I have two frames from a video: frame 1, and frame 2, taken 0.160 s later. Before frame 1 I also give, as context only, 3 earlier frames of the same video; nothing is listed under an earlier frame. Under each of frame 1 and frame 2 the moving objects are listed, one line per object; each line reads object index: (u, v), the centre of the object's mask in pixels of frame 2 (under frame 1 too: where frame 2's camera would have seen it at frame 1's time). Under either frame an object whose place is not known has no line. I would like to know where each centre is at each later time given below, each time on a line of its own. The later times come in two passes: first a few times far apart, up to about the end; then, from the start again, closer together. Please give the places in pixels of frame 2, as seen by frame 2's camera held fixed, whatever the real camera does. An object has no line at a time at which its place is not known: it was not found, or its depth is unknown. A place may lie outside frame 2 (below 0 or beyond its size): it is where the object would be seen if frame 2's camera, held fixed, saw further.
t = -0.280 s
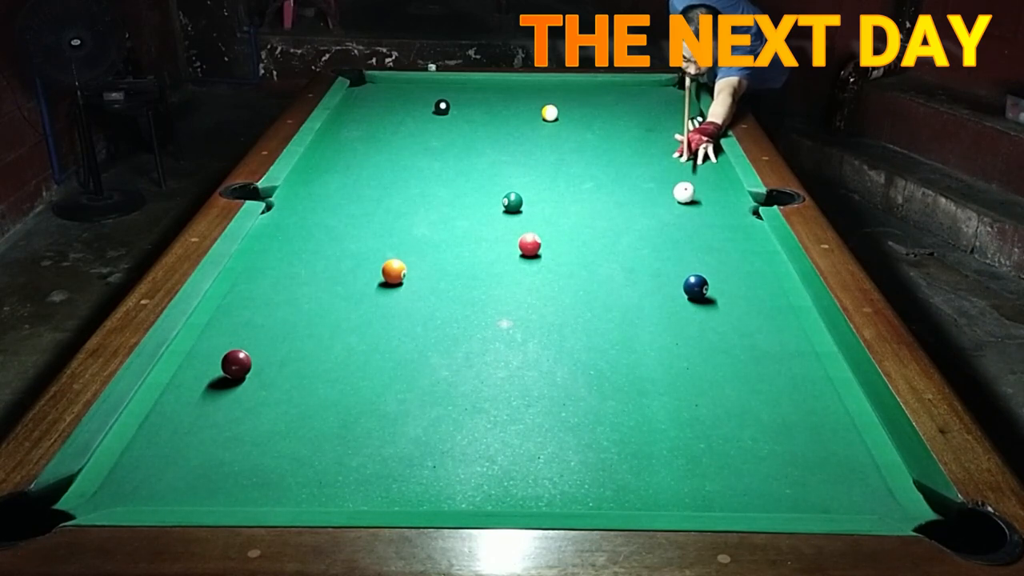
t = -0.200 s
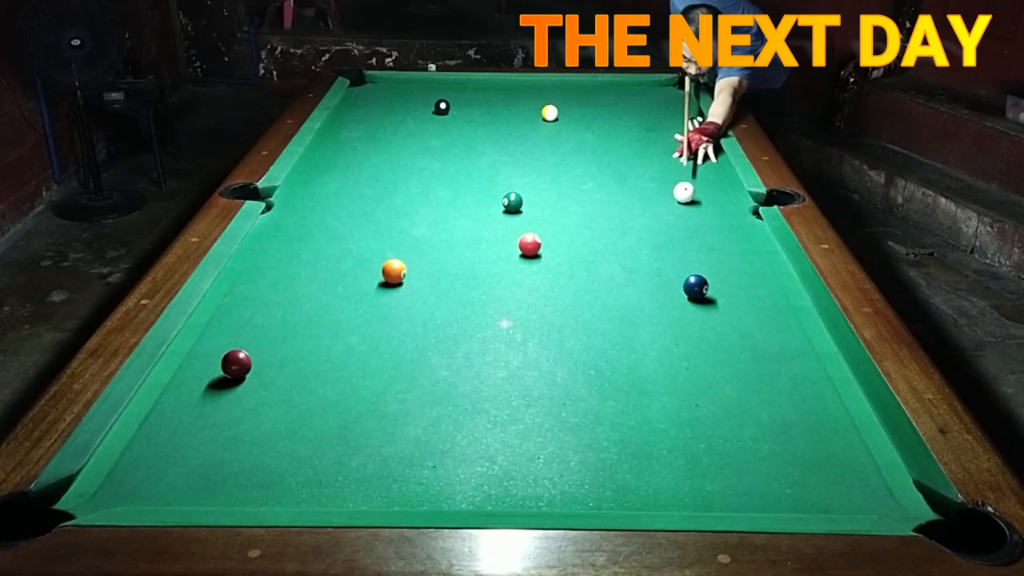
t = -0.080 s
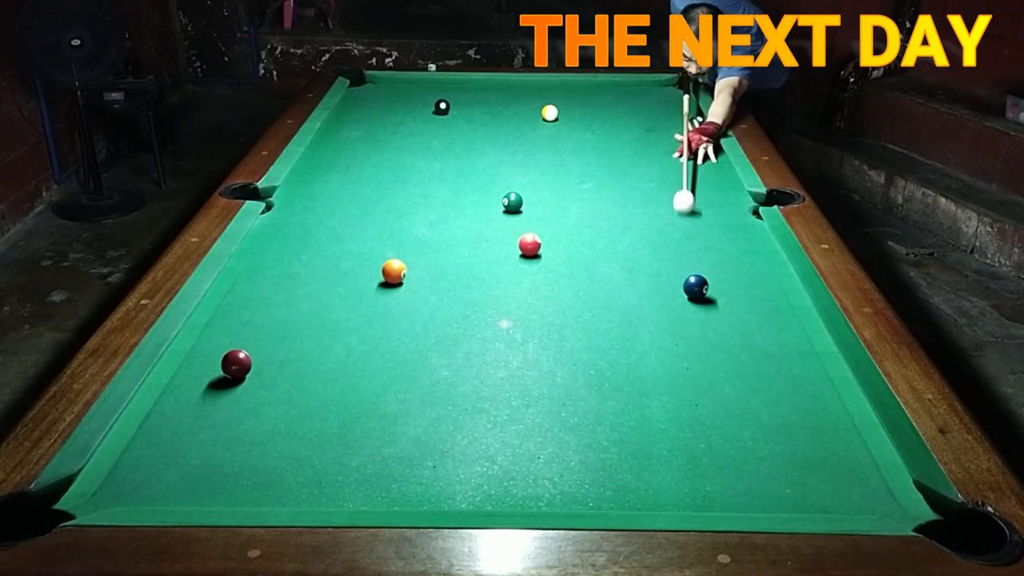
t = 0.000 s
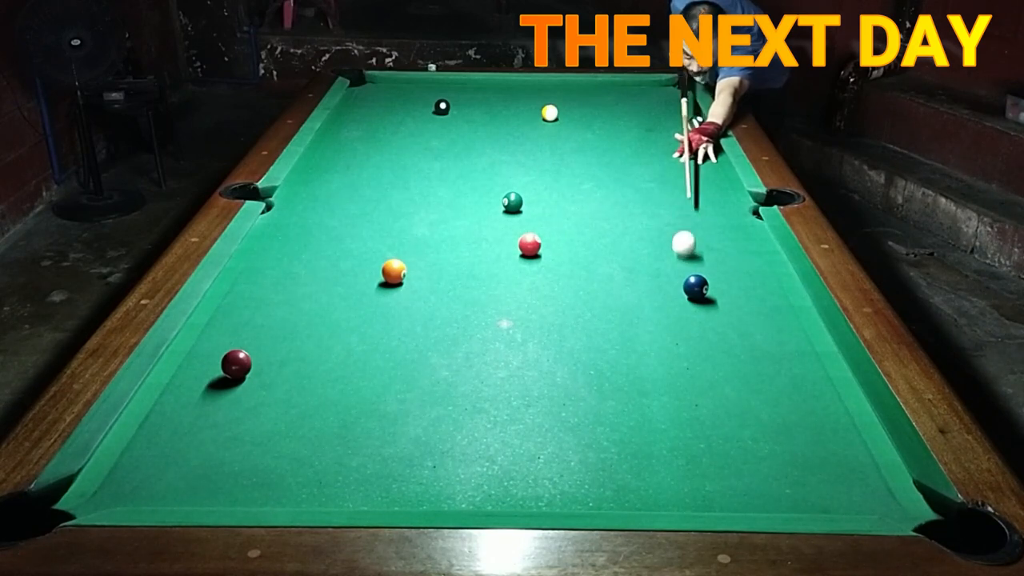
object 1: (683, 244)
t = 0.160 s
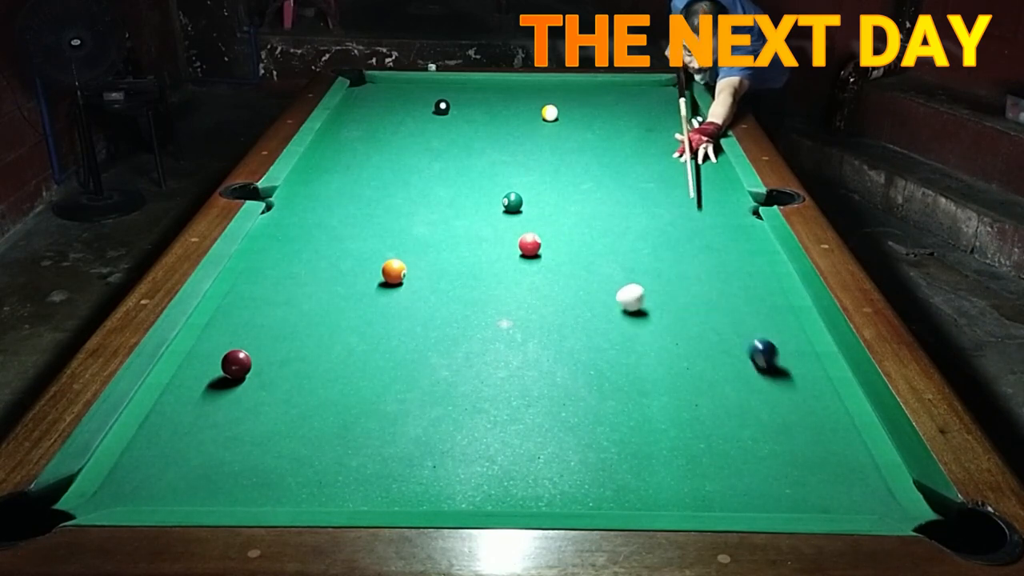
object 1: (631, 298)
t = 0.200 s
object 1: (612, 309)
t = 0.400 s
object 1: (510, 375)
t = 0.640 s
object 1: (333, 483)
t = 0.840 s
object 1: (258, 452)
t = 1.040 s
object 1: (208, 408)
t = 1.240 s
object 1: (166, 373)
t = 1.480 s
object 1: (223, 340)
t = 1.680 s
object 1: (266, 318)
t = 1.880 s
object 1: (298, 301)
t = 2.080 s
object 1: (324, 287)
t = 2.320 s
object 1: (350, 273)
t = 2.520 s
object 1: (367, 264)
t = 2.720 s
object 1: (380, 256)
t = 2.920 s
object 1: (389, 251)
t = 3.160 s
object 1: (396, 249)
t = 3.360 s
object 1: (398, 249)
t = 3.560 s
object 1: (399, 249)
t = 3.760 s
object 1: (398, 249)
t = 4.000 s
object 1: (398, 249)
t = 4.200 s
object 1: (398, 249)
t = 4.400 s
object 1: (398, 249)
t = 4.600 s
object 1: (398, 249)
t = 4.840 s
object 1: (398, 249)
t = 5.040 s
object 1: (398, 249)
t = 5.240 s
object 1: (398, 249)
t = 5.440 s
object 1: (398, 249)
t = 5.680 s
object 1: (398, 249)
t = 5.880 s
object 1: (398, 249)
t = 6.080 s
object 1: (398, 249)
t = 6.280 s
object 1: (398, 249)
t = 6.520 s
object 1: (398, 249)
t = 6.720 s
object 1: (398, 249)
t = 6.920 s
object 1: (398, 249)
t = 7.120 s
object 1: (398, 249)
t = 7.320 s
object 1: (398, 249)
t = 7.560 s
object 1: (398, 249)
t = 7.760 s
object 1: (398, 249)
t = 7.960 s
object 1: (399, 249)
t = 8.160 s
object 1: (398, 249)
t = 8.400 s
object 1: (398, 249)
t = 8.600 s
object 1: (398, 249)
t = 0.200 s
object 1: (612, 309)
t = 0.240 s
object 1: (593, 321)
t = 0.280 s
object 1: (574, 333)
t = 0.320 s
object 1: (553, 346)
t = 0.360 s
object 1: (532, 360)
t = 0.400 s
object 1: (510, 375)
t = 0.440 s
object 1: (486, 390)
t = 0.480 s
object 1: (461, 405)
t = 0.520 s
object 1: (435, 421)
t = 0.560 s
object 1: (408, 438)
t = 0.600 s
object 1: (378, 456)
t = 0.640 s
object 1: (333, 483)
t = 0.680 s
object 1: (306, 492)
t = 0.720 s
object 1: (293, 483)
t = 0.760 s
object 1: (281, 472)
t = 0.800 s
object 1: (270, 462)
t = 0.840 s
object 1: (258, 452)
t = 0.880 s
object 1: (247, 442)
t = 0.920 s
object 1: (237, 433)
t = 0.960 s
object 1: (227, 425)
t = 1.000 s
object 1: (217, 416)
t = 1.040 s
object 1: (208, 408)
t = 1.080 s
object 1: (199, 400)
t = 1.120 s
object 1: (190, 393)
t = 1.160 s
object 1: (182, 386)
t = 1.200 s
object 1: (174, 379)
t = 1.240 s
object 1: (166, 373)
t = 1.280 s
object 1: (177, 367)
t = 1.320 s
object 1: (187, 361)
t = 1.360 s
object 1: (196, 356)
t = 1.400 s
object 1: (205, 351)
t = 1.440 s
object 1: (214, 345)
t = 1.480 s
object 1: (223, 340)
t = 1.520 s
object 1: (232, 336)
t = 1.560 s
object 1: (240, 332)
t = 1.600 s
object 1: (248, 327)
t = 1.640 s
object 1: (259, 322)
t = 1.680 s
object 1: (266, 318)
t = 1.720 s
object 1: (273, 314)
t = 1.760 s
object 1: (279, 311)
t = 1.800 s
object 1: (286, 307)
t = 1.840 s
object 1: (292, 304)
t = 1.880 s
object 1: (298, 301)
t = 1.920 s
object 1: (304, 298)
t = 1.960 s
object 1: (309, 295)
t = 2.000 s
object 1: (314, 292)
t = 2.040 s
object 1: (319, 289)
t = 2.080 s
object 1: (324, 287)
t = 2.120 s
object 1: (329, 284)
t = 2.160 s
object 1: (333, 282)
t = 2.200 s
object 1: (338, 279)
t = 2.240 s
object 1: (342, 277)
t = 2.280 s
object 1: (346, 275)
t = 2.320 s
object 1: (350, 273)
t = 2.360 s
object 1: (354, 271)
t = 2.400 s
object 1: (357, 269)
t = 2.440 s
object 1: (361, 267)
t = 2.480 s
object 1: (364, 266)
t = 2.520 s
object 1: (367, 264)
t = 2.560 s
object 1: (370, 263)
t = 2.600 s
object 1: (372, 262)
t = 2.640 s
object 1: (376, 259)
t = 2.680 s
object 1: (378, 258)
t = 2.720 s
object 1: (380, 256)
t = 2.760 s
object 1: (382, 255)
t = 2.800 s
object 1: (383, 254)
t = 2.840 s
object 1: (385, 253)
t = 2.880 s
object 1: (387, 252)
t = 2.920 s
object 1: (389, 251)
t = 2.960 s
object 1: (390, 251)
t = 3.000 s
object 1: (392, 250)
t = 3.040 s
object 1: (393, 250)
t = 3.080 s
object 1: (395, 250)
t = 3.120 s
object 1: (396, 249)
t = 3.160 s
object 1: (396, 249)
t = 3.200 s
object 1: (397, 249)
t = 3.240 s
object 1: (397, 249)
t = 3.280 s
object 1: (398, 249)
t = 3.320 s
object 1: (398, 249)
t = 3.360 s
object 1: (398, 249)
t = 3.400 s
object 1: (399, 249)
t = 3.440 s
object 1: (398, 249)
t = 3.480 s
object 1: (399, 249)
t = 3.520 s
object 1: (399, 249)
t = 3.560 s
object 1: (399, 249)
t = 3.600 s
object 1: (398, 249)
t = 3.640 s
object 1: (398, 249)
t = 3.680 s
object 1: (398, 249)
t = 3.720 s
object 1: (398, 249)
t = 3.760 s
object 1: (398, 249)
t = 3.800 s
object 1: (398, 249)
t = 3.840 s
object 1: (398, 249)
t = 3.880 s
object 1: (398, 249)
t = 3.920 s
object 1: (398, 249)
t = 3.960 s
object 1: (398, 249)
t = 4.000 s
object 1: (398, 249)
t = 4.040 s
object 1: (398, 249)
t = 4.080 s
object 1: (398, 249)
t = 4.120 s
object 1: (398, 249)
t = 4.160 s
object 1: (398, 249)
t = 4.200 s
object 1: (398, 249)
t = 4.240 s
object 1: (398, 249)
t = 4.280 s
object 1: (398, 249)
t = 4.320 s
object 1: (398, 249)
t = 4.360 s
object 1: (398, 249)
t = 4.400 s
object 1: (398, 249)
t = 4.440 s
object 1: (398, 249)
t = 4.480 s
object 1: (398, 249)
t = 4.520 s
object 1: (398, 249)
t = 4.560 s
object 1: (398, 249)
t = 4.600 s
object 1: (398, 249)
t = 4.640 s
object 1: (398, 249)
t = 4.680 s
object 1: (398, 249)
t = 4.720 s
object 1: (398, 249)
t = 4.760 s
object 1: (398, 249)
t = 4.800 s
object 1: (398, 249)
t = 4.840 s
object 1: (398, 249)
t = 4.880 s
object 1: (398, 249)
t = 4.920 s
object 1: (398, 249)
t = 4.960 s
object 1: (398, 249)
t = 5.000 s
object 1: (398, 249)
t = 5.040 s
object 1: (398, 249)
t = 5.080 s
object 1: (398, 249)
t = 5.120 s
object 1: (398, 249)
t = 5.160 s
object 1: (398, 249)
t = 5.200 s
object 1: (398, 249)
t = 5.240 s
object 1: (398, 249)
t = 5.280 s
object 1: (398, 249)
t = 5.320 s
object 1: (398, 249)
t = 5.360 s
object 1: (398, 249)
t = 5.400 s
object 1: (398, 249)
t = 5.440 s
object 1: (398, 249)
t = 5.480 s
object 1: (398, 249)
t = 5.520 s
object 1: (398, 249)
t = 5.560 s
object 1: (398, 249)
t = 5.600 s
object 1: (398, 249)
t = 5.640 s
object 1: (398, 249)
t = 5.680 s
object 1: (398, 249)
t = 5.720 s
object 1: (398, 249)
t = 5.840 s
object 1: (398, 249)
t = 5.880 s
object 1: (398, 249)
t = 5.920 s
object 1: (398, 249)
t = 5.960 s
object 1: (398, 249)
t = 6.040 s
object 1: (398, 249)
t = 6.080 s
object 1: (398, 249)
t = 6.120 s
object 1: (398, 249)
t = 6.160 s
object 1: (398, 249)
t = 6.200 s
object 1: (398, 249)
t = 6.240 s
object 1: (398, 249)
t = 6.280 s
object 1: (398, 249)
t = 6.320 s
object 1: (398, 249)
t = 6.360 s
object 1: (398, 249)
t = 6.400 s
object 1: (398, 249)
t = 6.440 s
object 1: (398, 249)
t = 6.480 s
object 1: (398, 249)
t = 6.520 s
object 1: (398, 249)
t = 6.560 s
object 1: (398, 249)
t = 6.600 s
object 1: (398, 249)
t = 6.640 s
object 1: (398, 249)
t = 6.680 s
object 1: (398, 249)
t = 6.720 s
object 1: (398, 249)
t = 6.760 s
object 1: (398, 249)
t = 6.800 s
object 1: (398, 249)
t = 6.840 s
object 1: (398, 249)
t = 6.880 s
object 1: (398, 249)
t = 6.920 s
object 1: (398, 249)
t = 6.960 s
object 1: (398, 249)
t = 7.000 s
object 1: (398, 249)
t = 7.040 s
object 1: (398, 249)
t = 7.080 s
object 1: (398, 249)
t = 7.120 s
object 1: (398, 249)
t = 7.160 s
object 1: (398, 249)
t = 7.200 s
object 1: (398, 249)
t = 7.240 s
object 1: (398, 249)
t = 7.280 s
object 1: (398, 249)
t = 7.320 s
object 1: (398, 249)
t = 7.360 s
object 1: (398, 249)
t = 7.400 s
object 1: (398, 249)
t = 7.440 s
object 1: (398, 249)
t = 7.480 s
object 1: (399, 249)
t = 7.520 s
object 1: (398, 249)
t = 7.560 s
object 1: (398, 249)
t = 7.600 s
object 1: (398, 249)
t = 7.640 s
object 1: (398, 249)
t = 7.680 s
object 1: (398, 249)
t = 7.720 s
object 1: (398, 249)
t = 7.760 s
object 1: (398, 249)
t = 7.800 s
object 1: (398, 249)
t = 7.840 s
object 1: (398, 249)
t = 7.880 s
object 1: (398, 249)
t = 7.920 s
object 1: (398, 249)
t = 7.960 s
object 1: (399, 249)
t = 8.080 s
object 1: (399, 249)
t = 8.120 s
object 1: (398, 249)
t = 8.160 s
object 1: (398, 249)
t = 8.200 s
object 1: (398, 249)
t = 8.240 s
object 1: (398, 249)
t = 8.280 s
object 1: (398, 249)
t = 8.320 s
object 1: (398, 249)
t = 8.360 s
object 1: (398, 249)
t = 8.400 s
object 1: (398, 249)
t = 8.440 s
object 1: (398, 249)
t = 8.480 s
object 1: (398, 249)
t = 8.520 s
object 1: (398, 249)
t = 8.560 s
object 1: (398, 249)
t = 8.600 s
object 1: (398, 249)
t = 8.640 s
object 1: (398, 249)
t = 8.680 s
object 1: (398, 249)
